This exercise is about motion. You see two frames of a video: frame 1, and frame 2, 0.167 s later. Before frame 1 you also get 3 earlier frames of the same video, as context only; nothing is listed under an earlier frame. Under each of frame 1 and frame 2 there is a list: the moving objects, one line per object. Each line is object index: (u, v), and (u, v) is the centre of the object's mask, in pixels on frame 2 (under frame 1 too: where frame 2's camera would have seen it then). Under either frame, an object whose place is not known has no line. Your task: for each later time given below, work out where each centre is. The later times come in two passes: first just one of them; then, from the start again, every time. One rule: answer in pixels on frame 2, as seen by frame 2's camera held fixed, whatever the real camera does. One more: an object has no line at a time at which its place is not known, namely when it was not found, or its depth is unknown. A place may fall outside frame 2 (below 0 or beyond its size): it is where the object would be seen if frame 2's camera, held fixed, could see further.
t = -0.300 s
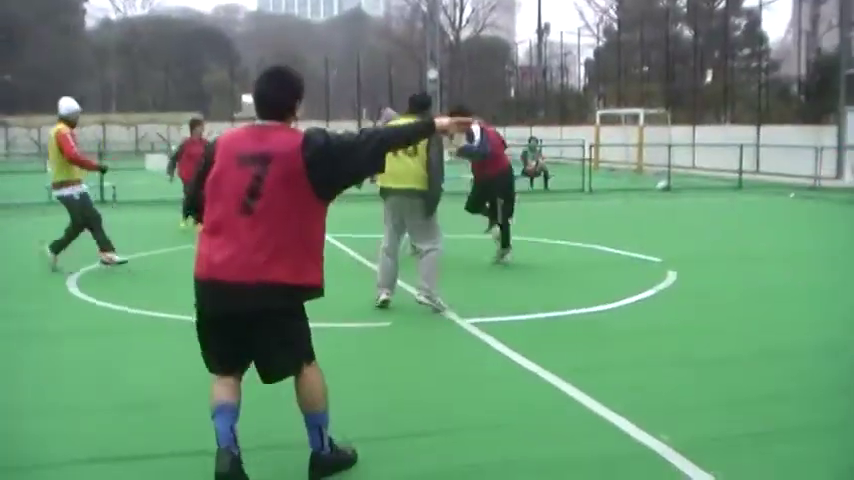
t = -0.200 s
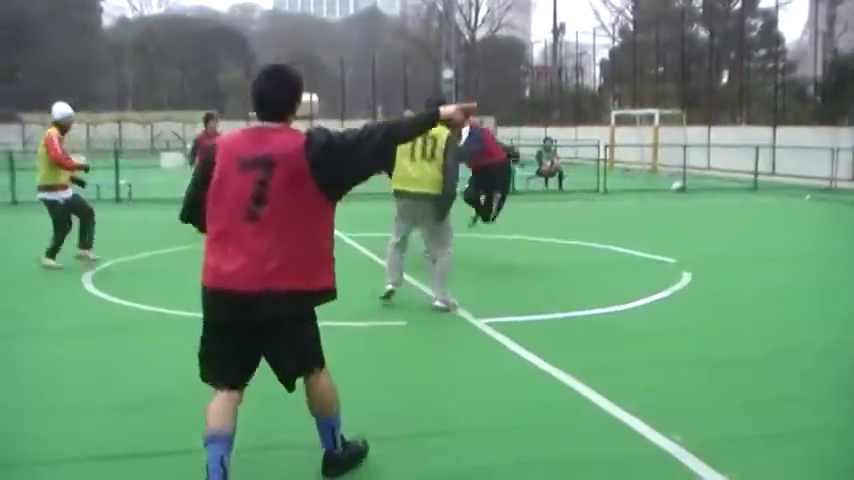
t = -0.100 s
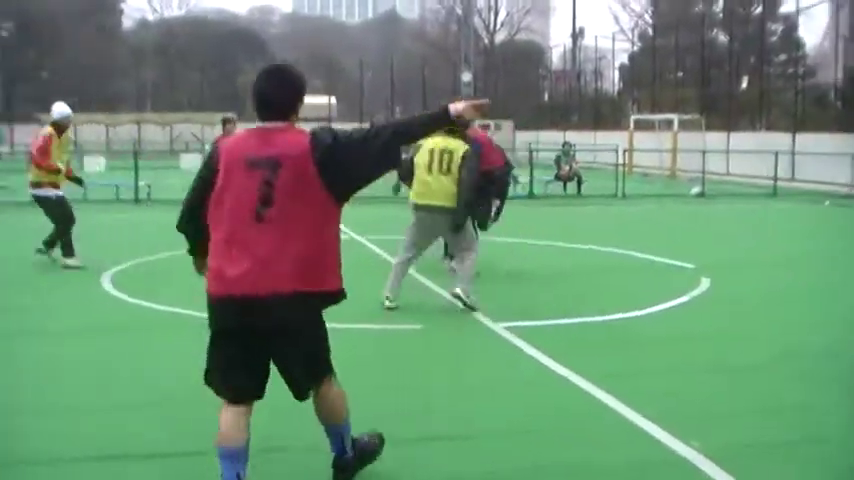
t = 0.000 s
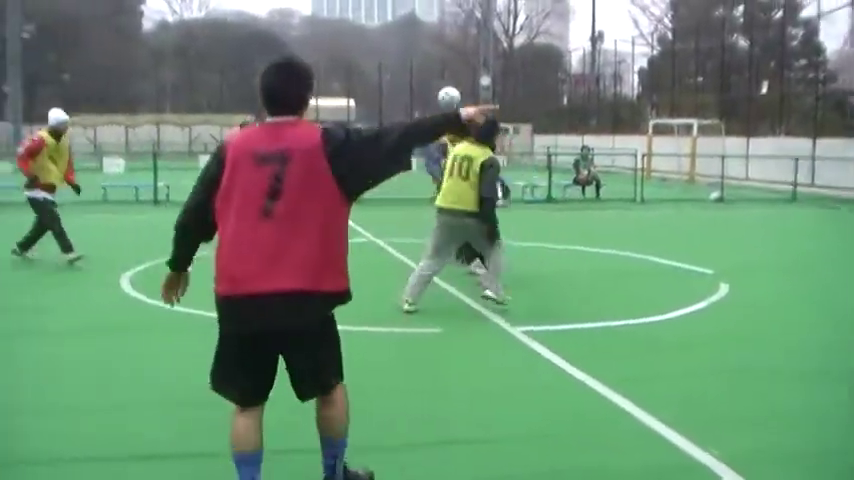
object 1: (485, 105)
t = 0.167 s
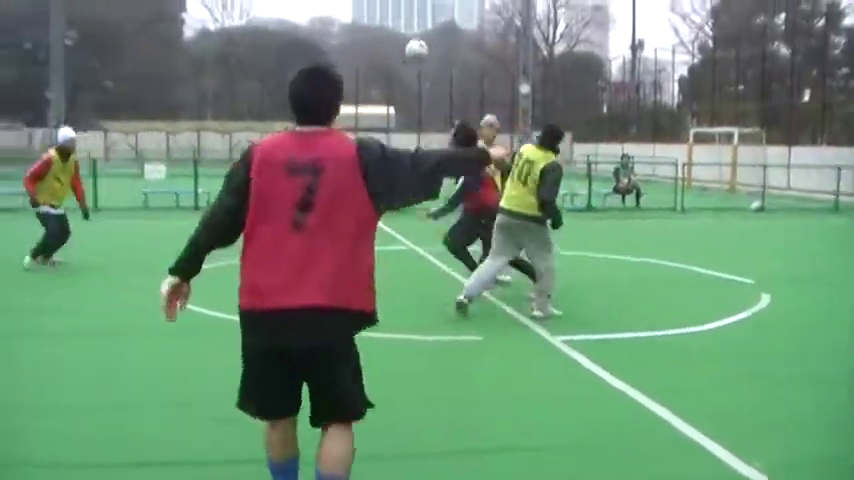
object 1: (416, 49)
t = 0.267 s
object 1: (370, 27)
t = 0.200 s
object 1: (401, 39)
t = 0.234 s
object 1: (385, 33)
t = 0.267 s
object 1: (370, 27)
